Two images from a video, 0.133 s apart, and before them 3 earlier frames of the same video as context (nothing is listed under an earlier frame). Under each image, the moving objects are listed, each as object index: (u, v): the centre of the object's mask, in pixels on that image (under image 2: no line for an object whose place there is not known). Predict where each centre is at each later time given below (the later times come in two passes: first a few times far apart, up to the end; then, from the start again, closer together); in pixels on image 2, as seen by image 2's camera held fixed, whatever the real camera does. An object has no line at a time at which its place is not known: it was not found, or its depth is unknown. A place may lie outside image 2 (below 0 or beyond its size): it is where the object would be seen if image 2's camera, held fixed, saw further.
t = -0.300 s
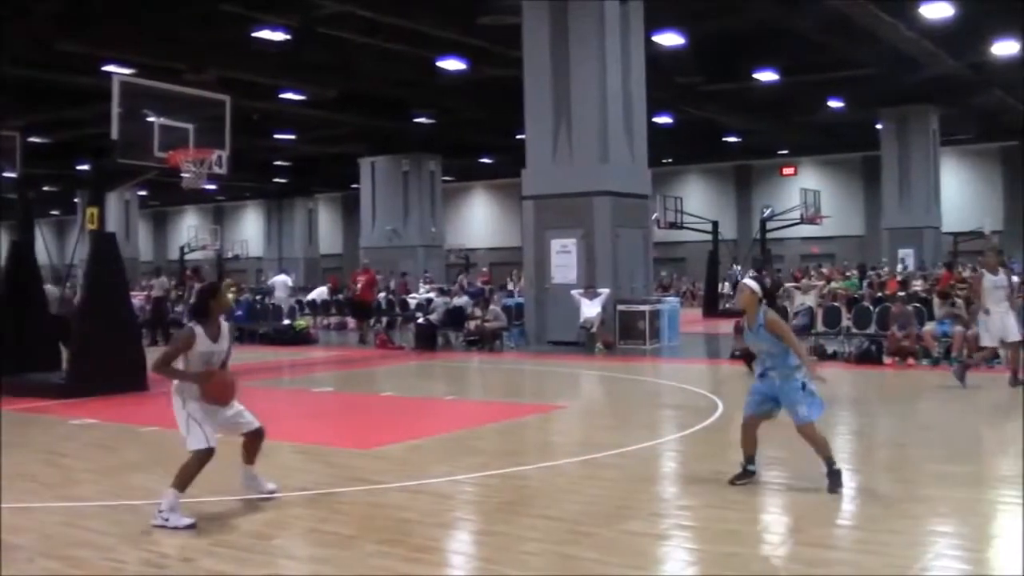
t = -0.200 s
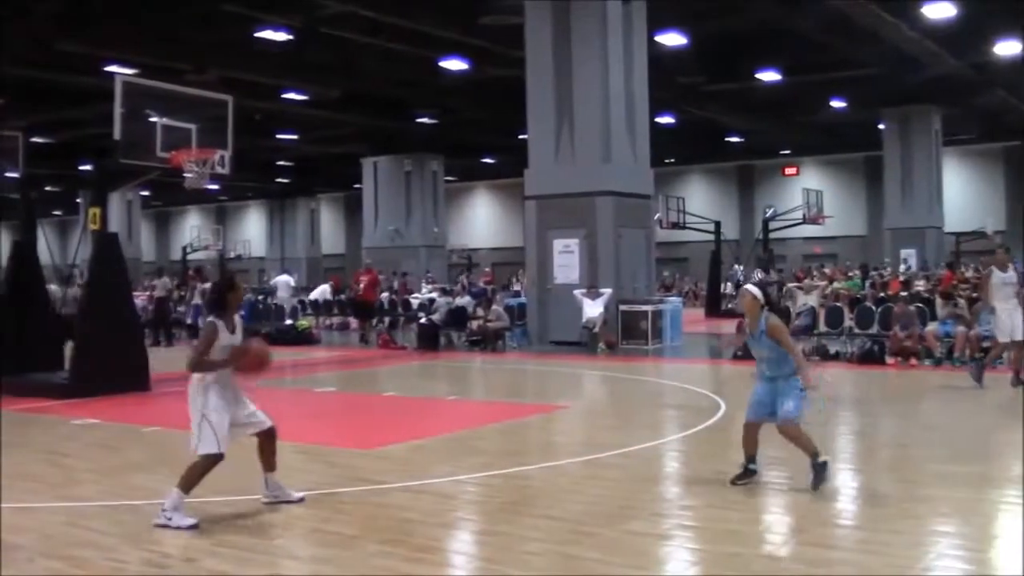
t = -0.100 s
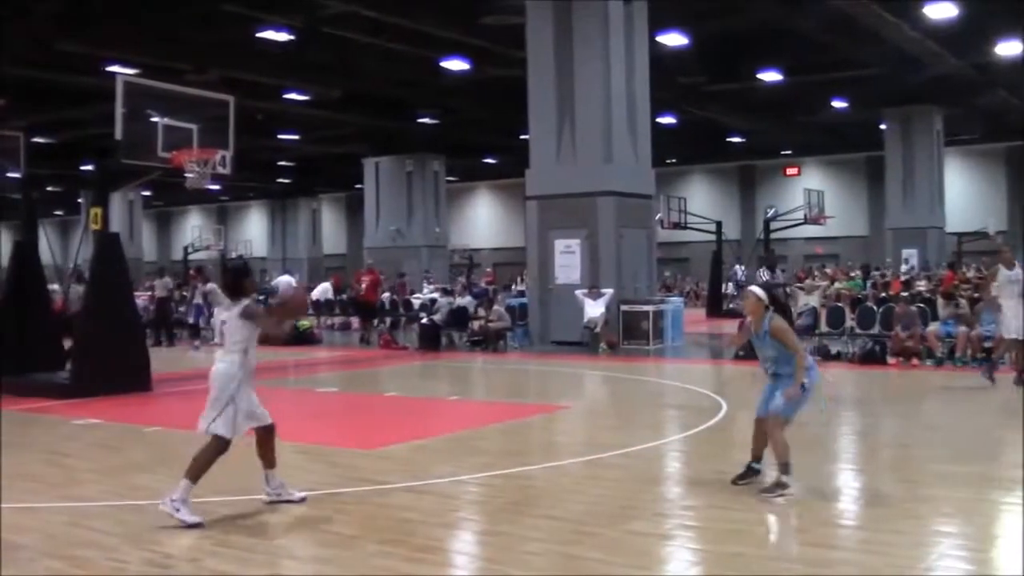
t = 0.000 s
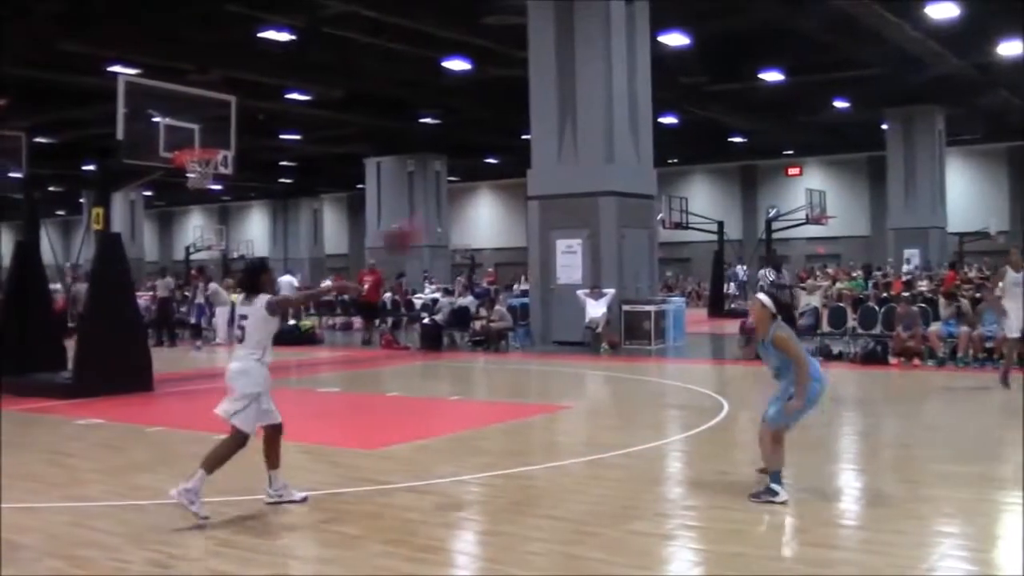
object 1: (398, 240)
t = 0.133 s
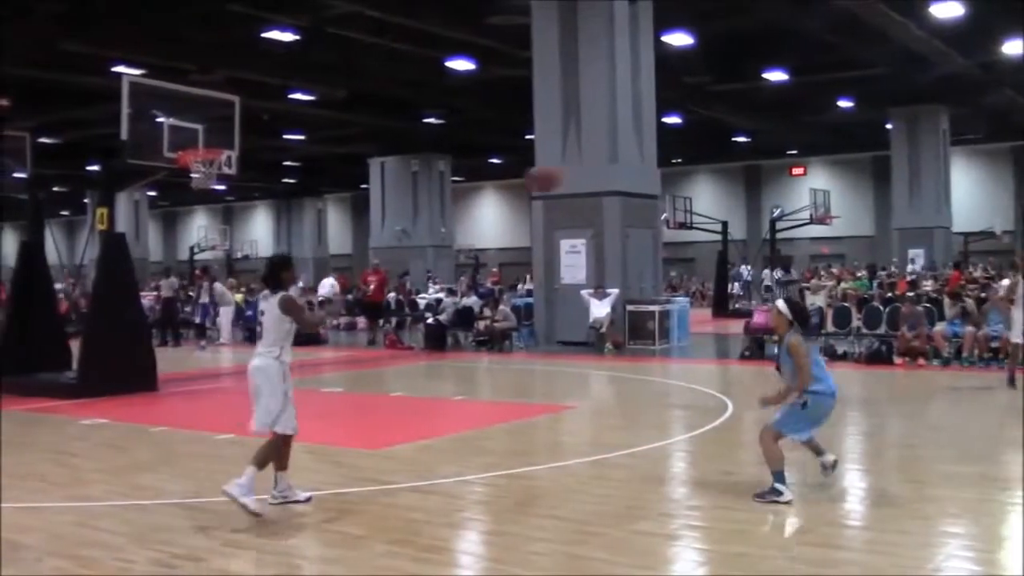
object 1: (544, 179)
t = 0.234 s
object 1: (634, 156)
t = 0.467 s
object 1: (796, 151)
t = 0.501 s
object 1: (815, 153)
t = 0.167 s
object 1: (575, 169)
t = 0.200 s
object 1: (604, 164)
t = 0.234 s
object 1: (634, 156)
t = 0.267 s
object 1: (660, 150)
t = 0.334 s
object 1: (709, 144)
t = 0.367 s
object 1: (733, 145)
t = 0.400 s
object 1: (756, 145)
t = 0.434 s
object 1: (776, 147)
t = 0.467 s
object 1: (796, 151)
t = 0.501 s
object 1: (815, 153)
